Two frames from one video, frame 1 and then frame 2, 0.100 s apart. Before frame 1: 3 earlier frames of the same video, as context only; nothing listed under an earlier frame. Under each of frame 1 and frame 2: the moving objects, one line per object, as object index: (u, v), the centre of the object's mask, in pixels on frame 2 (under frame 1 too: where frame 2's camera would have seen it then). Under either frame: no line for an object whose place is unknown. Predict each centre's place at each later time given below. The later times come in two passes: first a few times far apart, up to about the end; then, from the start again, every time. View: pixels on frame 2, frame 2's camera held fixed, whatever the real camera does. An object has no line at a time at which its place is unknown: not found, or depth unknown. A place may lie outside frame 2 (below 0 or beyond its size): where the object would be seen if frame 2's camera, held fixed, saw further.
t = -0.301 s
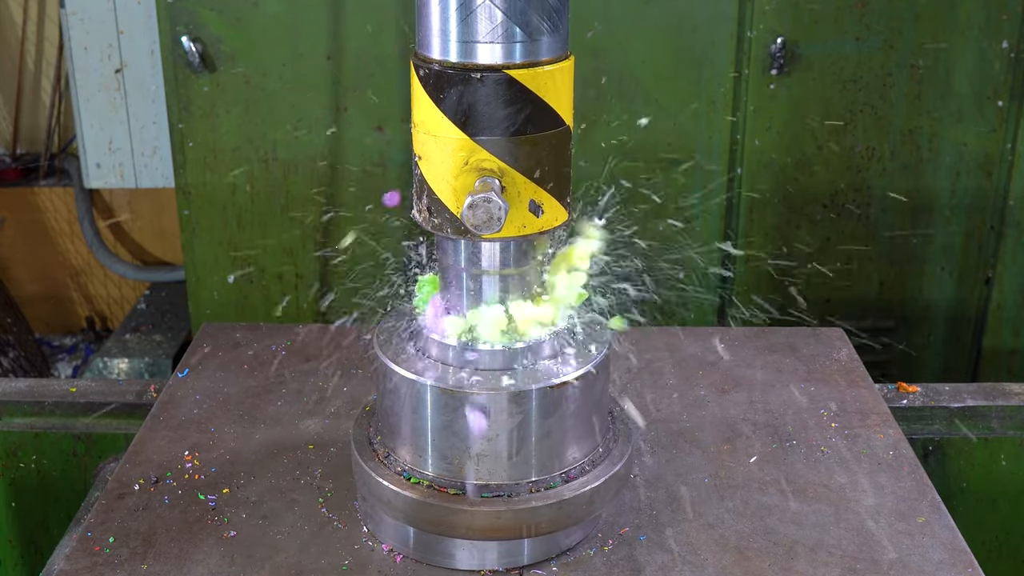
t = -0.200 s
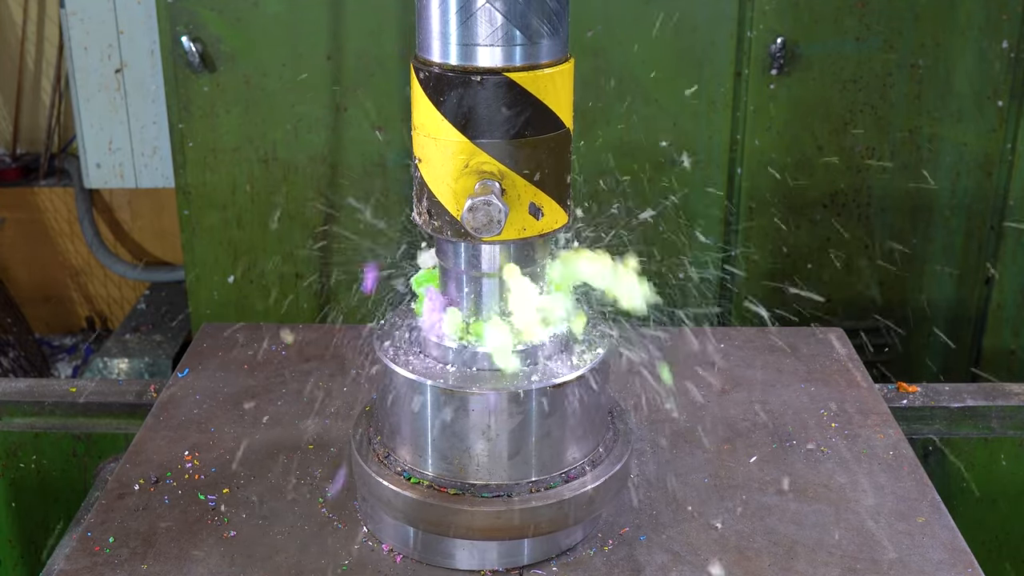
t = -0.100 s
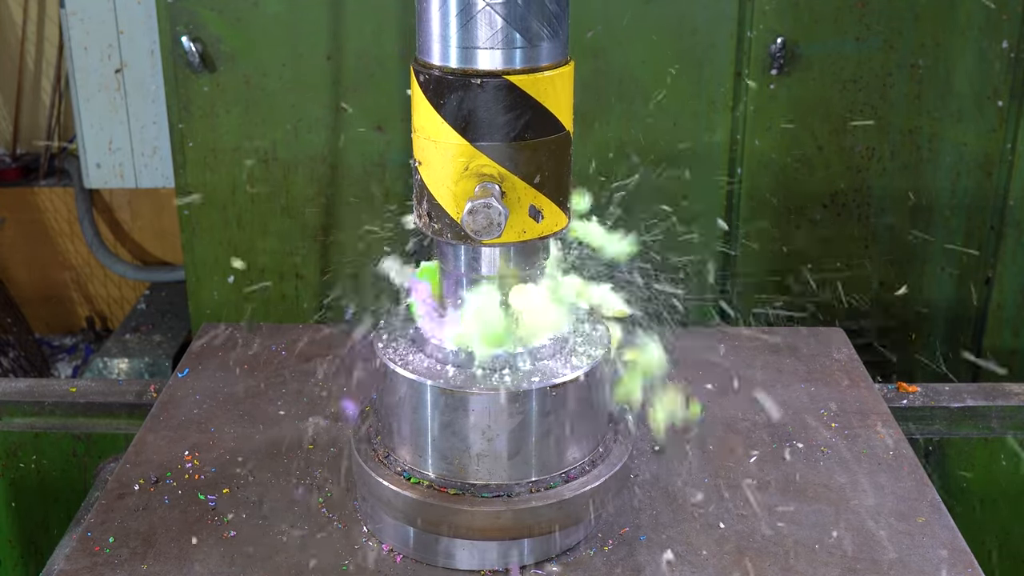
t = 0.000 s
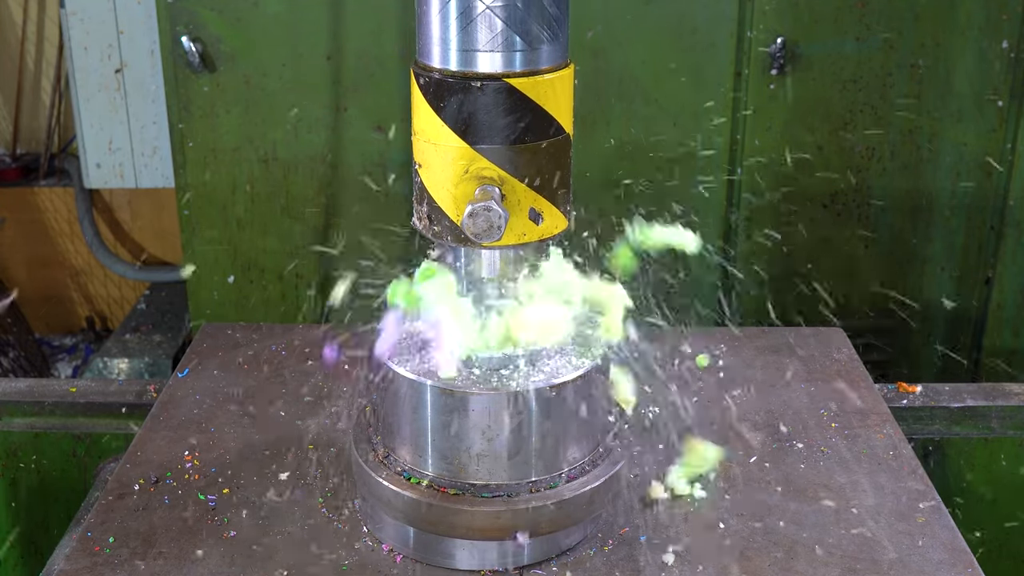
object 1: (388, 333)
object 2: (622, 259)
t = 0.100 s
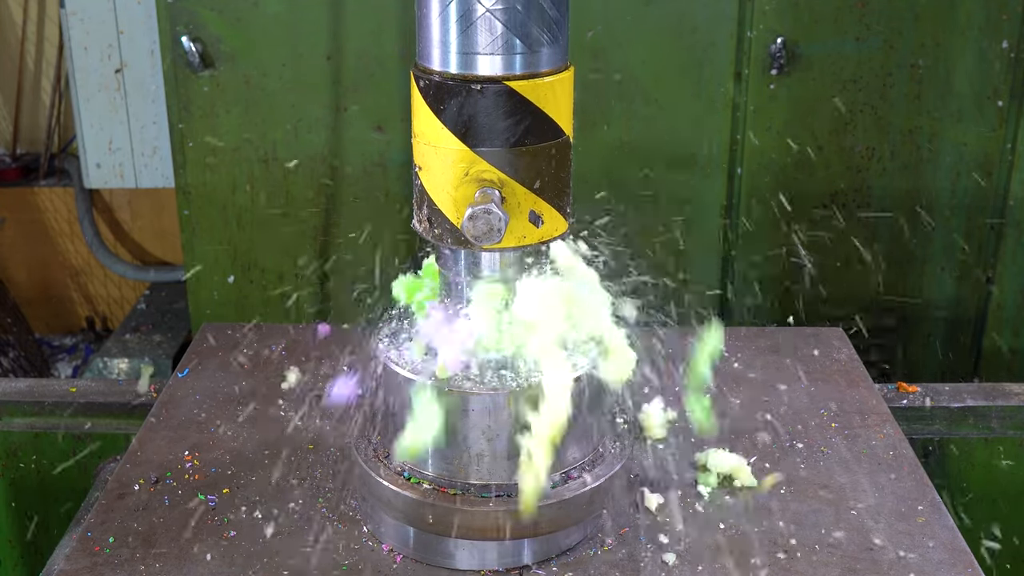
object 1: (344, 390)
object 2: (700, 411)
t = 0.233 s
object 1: (288, 500)
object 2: (770, 503)
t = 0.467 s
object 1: (162, 531)
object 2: (840, 523)
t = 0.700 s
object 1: (139, 543)
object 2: (860, 522)
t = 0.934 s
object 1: (140, 543)
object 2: (852, 526)
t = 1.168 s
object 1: (139, 543)
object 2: (851, 526)
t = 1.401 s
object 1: (140, 543)
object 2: (851, 526)
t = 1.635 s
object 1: (139, 543)
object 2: (851, 526)
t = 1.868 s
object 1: (139, 543)
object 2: (851, 526)
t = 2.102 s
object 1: (140, 543)
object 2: (851, 526)
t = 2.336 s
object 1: (140, 543)
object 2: (851, 526)
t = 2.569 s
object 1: (140, 543)
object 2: (851, 526)
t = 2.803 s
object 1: (140, 543)
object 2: (851, 526)
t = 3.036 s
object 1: (140, 543)
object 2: (851, 526)
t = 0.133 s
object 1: (332, 432)
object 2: (716, 471)
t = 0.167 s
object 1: (320, 486)
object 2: (742, 476)
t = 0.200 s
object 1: (309, 513)
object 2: (753, 488)
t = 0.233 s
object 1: (288, 500)
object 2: (770, 503)
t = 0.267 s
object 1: (265, 497)
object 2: (787, 509)
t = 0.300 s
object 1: (242, 508)
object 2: (801, 510)
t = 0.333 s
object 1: (226, 527)
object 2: (812, 516)
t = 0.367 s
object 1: (209, 522)
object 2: (823, 518)
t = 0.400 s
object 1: (190, 528)
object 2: (830, 521)
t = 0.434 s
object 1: (176, 529)
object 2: (835, 520)
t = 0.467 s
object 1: (162, 531)
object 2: (840, 523)
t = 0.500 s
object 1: (152, 537)
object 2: (846, 525)
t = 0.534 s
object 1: (145, 535)
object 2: (854, 526)
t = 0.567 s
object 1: (141, 539)
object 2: (859, 524)
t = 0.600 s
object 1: (139, 542)
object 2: (861, 524)
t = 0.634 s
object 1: (139, 542)
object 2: (862, 523)
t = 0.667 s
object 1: (139, 543)
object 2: (862, 523)
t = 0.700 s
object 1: (139, 543)
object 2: (860, 522)
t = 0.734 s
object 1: (139, 543)
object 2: (860, 524)
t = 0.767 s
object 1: (139, 543)
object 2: (857, 525)
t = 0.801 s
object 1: (139, 543)
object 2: (852, 526)
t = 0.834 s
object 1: (139, 543)
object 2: (849, 525)
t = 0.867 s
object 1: (139, 543)
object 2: (848, 525)
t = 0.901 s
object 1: (139, 543)
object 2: (849, 526)
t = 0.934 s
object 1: (140, 543)
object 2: (852, 526)
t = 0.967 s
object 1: (139, 543)
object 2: (853, 524)
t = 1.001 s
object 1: (139, 543)
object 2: (852, 525)
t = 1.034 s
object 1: (139, 543)
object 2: (850, 526)
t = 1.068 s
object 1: (139, 543)
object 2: (850, 526)
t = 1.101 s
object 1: (139, 543)
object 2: (849, 526)
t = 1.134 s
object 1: (139, 543)
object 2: (850, 526)
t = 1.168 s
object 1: (139, 543)
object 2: (851, 526)
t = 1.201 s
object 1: (139, 543)
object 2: (851, 526)
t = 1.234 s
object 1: (139, 543)
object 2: (851, 526)
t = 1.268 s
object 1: (139, 543)
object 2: (851, 526)
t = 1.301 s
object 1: (139, 543)
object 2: (851, 526)
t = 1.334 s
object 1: (140, 543)
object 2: (851, 526)
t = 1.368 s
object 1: (140, 543)
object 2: (851, 526)
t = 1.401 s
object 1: (140, 543)
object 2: (851, 526)
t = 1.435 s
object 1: (140, 543)
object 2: (851, 526)
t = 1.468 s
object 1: (140, 543)
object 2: (851, 526)
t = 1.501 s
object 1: (140, 543)
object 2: (851, 525)
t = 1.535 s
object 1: (140, 543)
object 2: (851, 526)
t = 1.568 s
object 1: (139, 543)
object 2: (851, 526)
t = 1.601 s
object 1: (140, 543)
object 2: (851, 526)
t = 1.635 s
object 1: (139, 543)
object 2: (851, 526)
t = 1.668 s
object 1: (140, 543)
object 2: (851, 526)
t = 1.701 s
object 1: (139, 543)
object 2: (851, 526)
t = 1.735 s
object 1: (139, 543)
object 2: (851, 526)
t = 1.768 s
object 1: (139, 543)
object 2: (851, 526)
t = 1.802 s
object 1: (139, 543)
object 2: (851, 526)
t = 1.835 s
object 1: (140, 543)
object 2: (851, 526)
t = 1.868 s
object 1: (139, 543)
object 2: (851, 526)
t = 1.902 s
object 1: (139, 543)
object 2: (851, 526)
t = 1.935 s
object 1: (139, 543)
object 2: (851, 526)
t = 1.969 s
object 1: (140, 543)
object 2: (851, 526)
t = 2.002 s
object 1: (140, 543)
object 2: (851, 526)
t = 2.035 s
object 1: (140, 543)
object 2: (851, 526)
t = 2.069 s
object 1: (140, 543)
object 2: (851, 526)
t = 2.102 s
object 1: (140, 543)
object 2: (851, 526)
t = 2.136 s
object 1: (140, 543)
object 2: (851, 526)
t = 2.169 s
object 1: (140, 543)
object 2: (851, 526)
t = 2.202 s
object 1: (140, 543)
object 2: (851, 526)
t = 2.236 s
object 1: (140, 543)
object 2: (851, 526)
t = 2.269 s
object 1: (140, 543)
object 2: (851, 526)
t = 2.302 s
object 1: (140, 543)
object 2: (851, 526)
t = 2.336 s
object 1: (140, 543)
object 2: (851, 526)
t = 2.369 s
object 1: (140, 543)
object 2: (851, 526)
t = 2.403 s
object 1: (140, 543)
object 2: (851, 526)
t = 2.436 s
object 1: (140, 543)
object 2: (851, 526)
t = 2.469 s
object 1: (140, 543)
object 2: (851, 526)
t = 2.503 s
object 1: (140, 543)
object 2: (851, 526)
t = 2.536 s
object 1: (139, 543)
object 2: (851, 526)
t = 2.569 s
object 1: (140, 543)
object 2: (851, 526)
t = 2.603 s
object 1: (139, 543)
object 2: (851, 526)
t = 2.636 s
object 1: (140, 543)
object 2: (851, 526)
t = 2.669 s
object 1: (140, 543)
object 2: (851, 526)
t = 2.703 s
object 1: (140, 543)
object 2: (851, 526)
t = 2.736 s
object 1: (140, 543)
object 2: (851, 526)
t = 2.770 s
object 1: (140, 543)
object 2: (851, 526)
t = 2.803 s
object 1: (140, 543)
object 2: (851, 526)
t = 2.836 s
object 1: (140, 543)
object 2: (851, 526)
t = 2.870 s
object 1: (140, 543)
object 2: (851, 526)
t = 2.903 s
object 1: (140, 543)
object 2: (851, 526)
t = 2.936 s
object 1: (140, 543)
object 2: (851, 526)
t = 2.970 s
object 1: (140, 543)
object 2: (851, 526)
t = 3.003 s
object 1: (140, 543)
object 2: (851, 526)
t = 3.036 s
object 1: (140, 543)
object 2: (851, 526)
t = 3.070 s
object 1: (140, 543)
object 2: (851, 526)
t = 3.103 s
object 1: (140, 543)
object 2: (851, 526)
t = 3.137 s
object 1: (140, 543)
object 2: (851, 526)
